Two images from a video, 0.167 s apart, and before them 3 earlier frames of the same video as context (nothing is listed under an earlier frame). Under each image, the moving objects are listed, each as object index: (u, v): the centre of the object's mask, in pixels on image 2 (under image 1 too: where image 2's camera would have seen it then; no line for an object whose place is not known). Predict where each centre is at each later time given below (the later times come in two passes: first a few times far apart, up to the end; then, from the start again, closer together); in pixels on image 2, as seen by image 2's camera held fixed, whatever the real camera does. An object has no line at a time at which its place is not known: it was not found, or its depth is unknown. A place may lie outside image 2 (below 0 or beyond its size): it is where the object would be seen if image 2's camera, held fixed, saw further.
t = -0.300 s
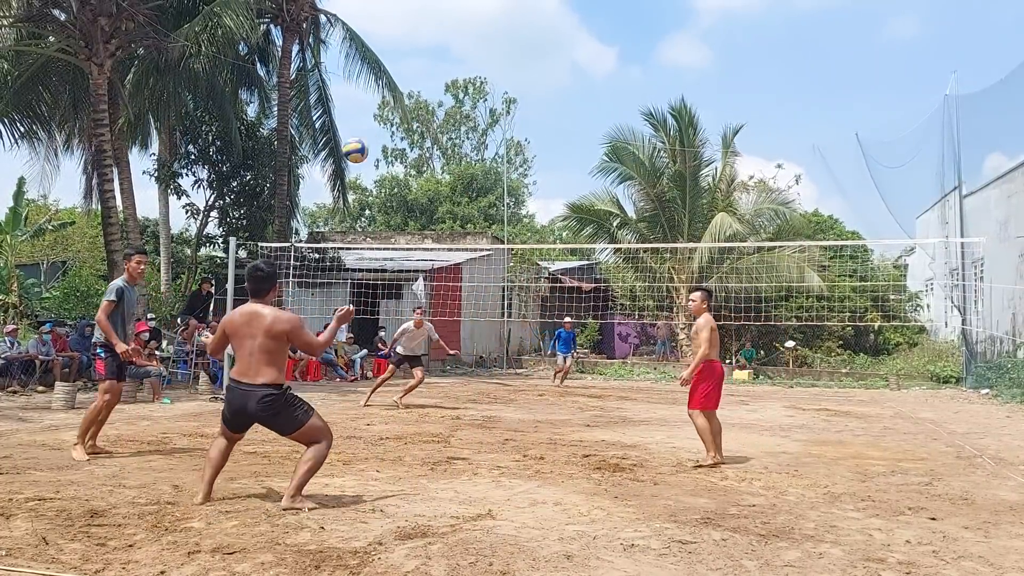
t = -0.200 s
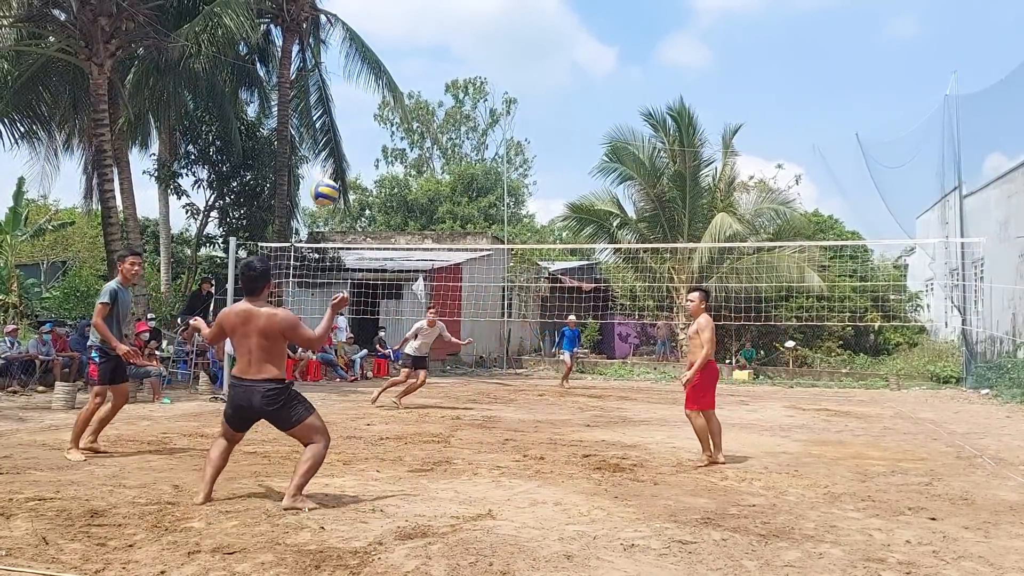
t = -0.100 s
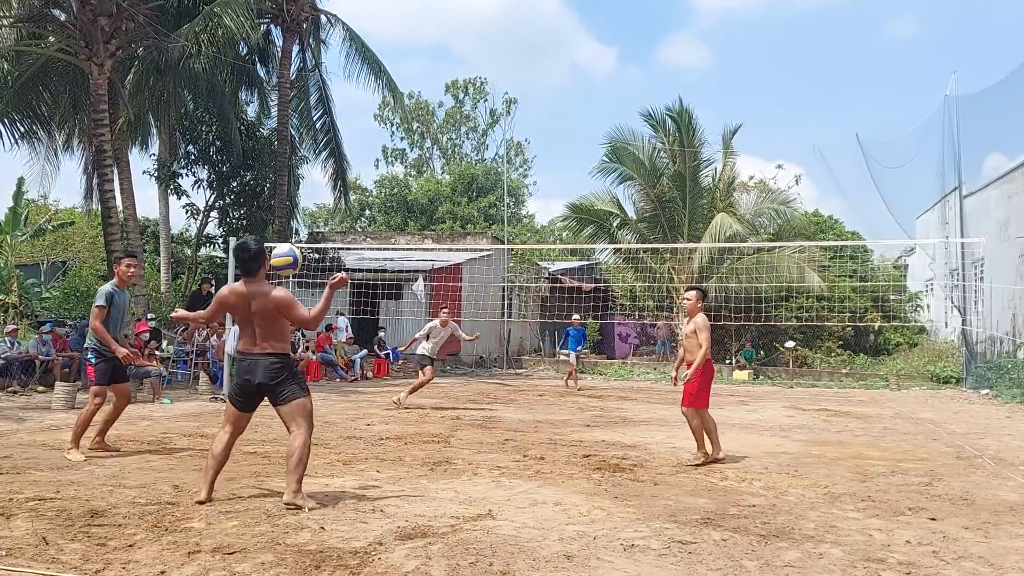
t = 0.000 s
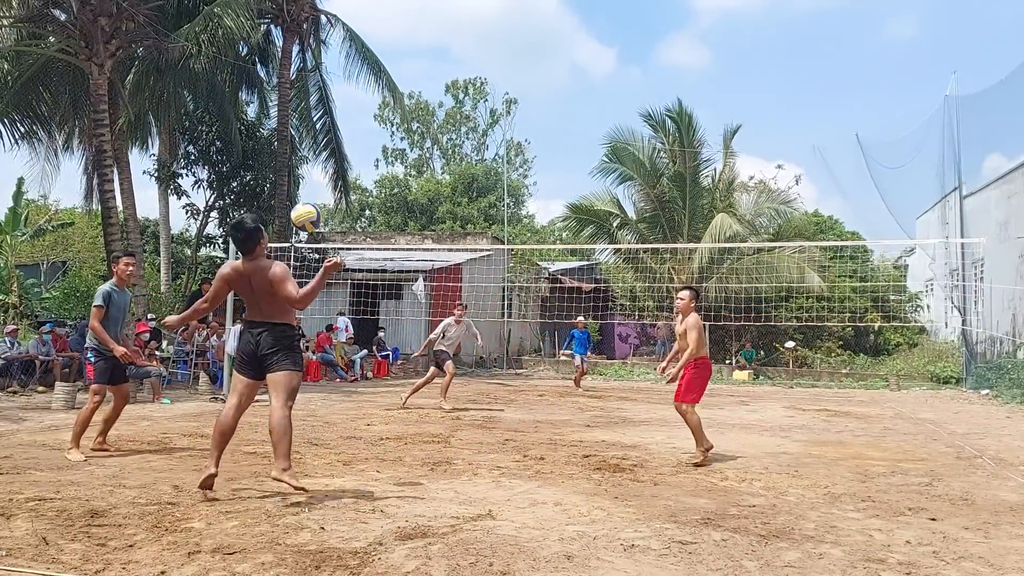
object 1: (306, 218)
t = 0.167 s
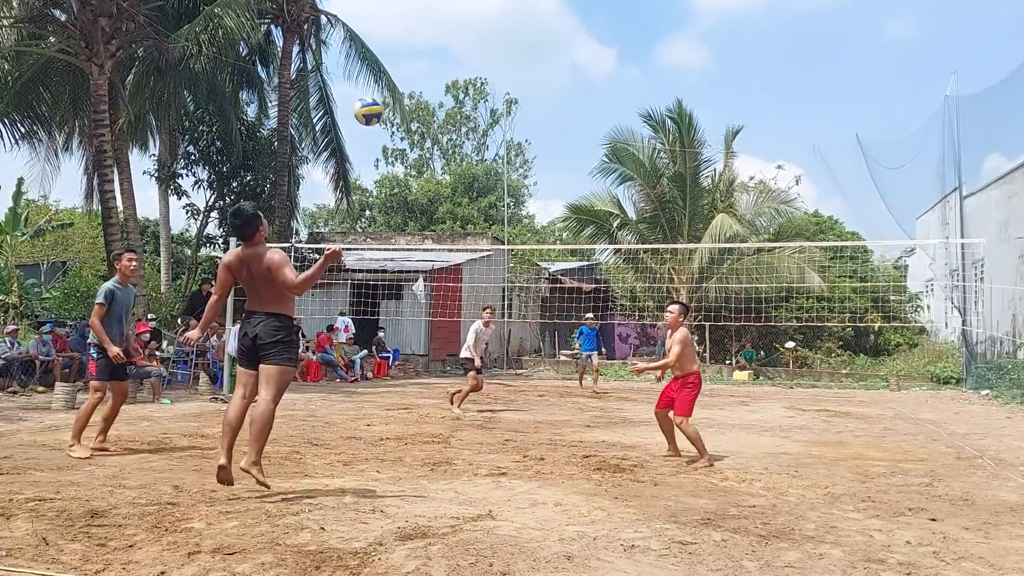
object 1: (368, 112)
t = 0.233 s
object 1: (390, 81)
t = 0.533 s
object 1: (478, 28)
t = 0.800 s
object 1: (542, 70)
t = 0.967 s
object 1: (575, 132)
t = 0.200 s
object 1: (379, 96)
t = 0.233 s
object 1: (390, 81)
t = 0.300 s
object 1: (412, 59)
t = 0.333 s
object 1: (422, 50)
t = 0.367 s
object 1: (432, 44)
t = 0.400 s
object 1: (442, 37)
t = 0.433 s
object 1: (452, 33)
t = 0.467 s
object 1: (461, 30)
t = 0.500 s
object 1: (470, 28)
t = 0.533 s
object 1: (478, 28)
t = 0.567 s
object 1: (487, 29)
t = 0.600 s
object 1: (495, 31)
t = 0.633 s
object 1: (504, 35)
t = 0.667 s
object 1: (512, 39)
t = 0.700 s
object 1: (519, 45)
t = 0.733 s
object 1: (527, 52)
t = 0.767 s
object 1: (535, 61)
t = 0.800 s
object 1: (542, 70)
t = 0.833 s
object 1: (549, 80)
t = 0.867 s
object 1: (556, 92)
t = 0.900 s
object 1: (562, 104)
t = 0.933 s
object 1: (569, 117)
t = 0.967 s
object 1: (575, 132)
